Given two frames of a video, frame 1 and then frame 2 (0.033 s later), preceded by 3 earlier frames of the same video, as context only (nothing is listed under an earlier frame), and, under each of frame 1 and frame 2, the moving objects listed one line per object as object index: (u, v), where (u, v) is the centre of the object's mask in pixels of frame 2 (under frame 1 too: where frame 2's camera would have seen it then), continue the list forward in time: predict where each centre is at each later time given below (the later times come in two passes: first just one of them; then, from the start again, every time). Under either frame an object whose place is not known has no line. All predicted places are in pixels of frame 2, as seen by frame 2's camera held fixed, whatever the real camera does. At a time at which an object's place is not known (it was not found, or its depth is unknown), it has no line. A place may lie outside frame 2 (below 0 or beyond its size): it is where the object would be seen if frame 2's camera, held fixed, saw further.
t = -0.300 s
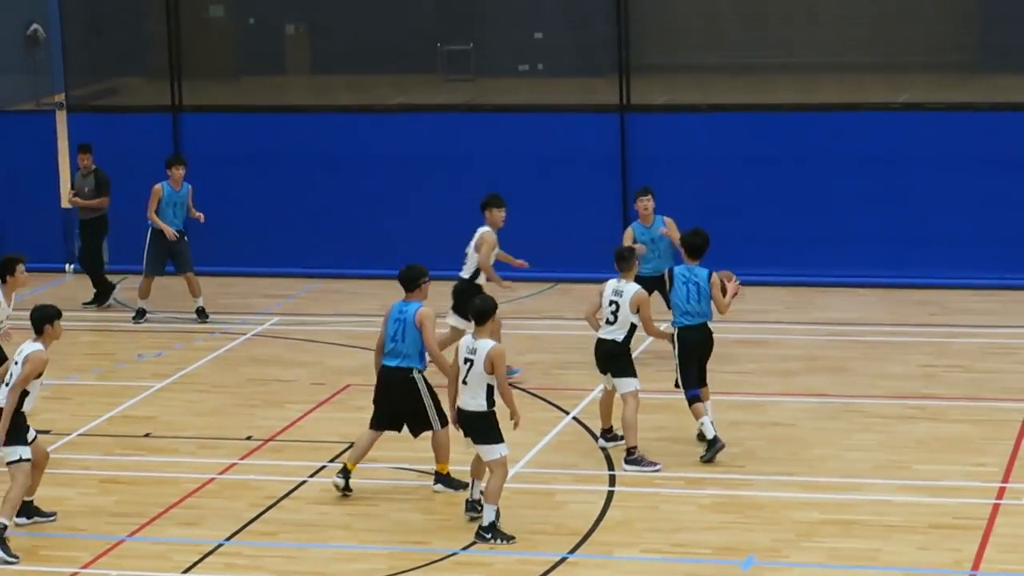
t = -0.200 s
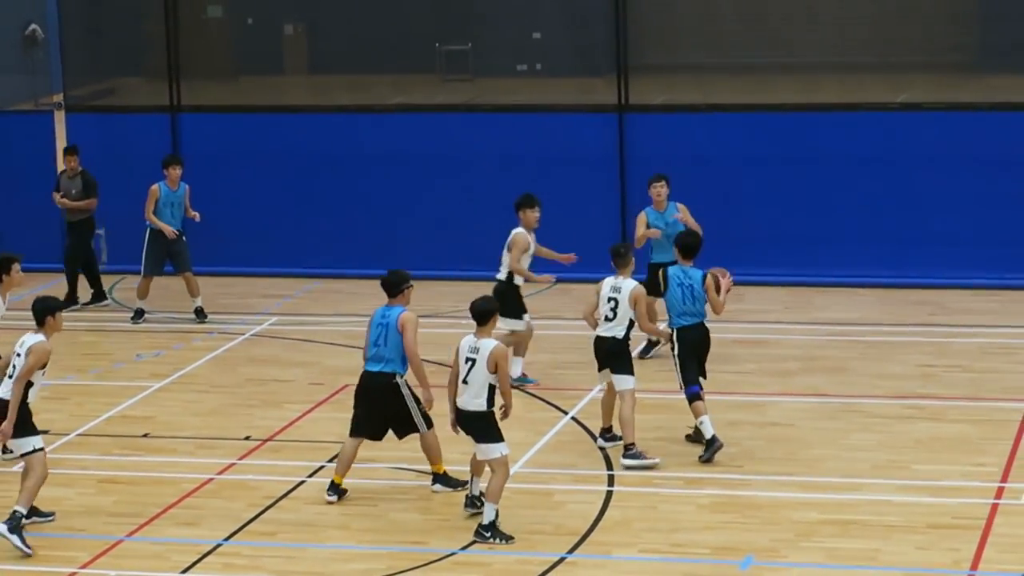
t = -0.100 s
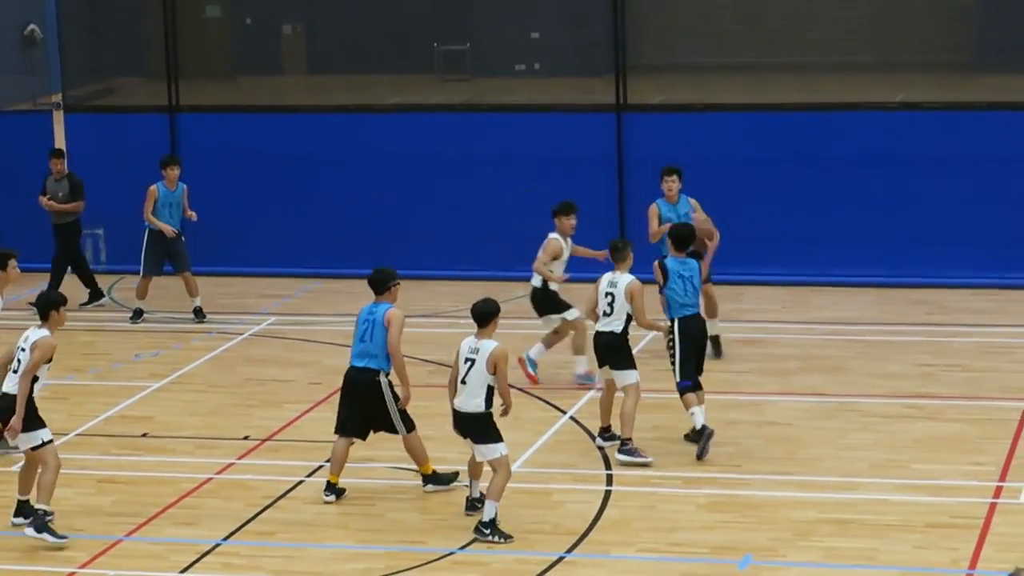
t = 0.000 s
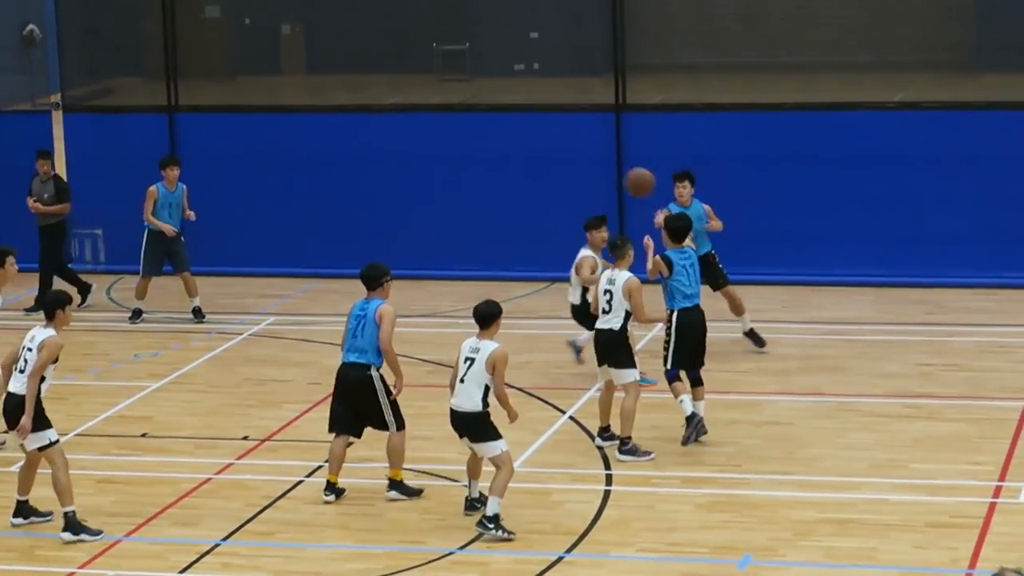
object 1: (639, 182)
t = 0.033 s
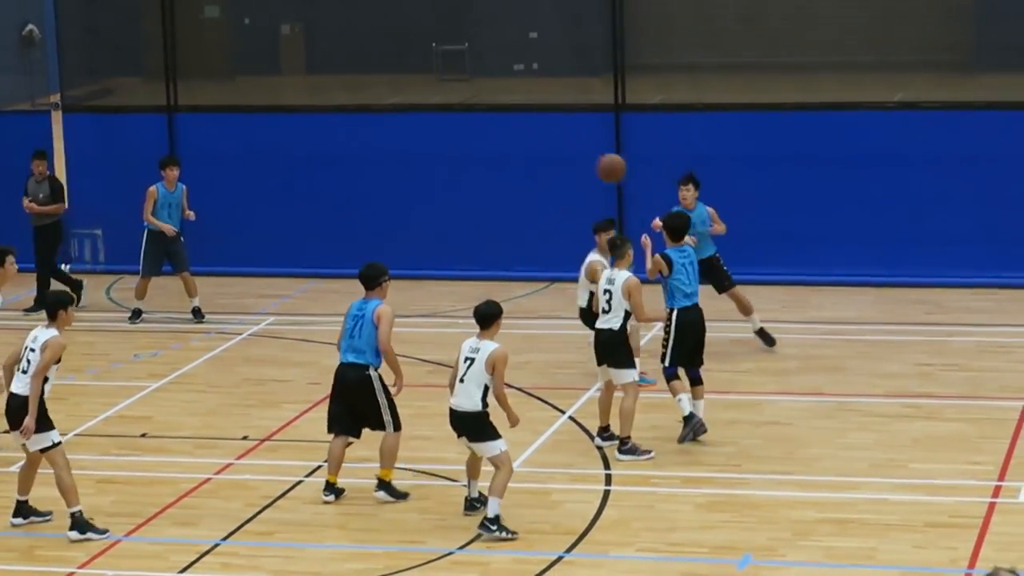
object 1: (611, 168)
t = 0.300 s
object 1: (412, 104)
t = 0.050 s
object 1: (597, 161)
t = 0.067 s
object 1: (584, 155)
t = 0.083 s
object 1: (571, 148)
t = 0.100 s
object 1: (558, 144)
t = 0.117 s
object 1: (545, 139)
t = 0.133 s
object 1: (532, 133)
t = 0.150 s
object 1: (520, 130)
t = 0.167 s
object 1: (507, 126)
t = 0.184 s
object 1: (495, 122)
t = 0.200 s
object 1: (482, 118)
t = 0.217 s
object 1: (470, 115)
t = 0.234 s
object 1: (458, 112)
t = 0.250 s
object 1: (447, 109)
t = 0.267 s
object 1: (435, 108)
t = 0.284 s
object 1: (423, 106)
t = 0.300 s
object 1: (412, 104)
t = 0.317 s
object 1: (399, 104)
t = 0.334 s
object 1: (389, 103)
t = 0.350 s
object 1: (378, 103)
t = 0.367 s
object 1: (368, 101)
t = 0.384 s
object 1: (358, 102)
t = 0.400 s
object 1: (346, 104)
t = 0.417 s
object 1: (336, 104)
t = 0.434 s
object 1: (326, 105)
